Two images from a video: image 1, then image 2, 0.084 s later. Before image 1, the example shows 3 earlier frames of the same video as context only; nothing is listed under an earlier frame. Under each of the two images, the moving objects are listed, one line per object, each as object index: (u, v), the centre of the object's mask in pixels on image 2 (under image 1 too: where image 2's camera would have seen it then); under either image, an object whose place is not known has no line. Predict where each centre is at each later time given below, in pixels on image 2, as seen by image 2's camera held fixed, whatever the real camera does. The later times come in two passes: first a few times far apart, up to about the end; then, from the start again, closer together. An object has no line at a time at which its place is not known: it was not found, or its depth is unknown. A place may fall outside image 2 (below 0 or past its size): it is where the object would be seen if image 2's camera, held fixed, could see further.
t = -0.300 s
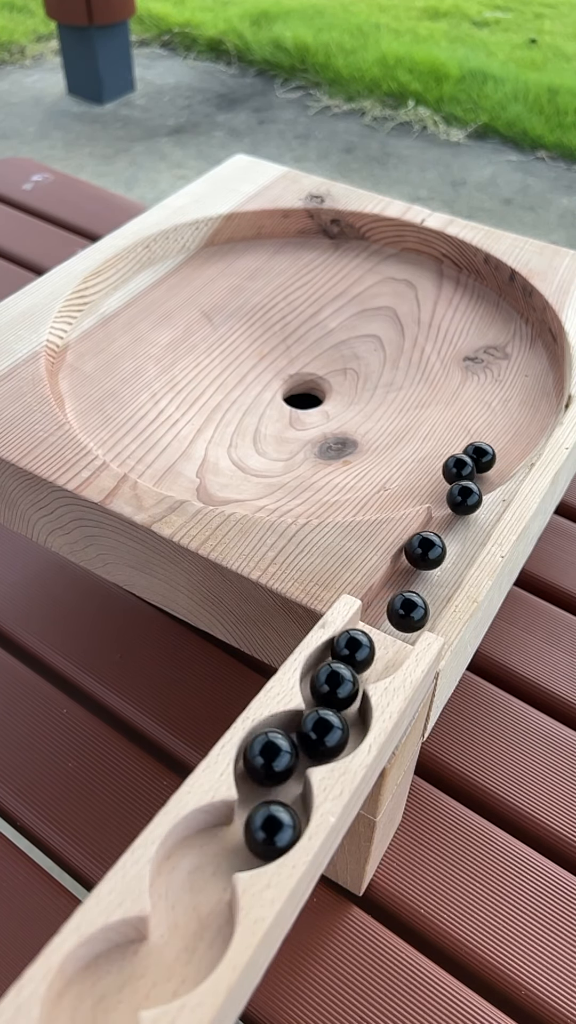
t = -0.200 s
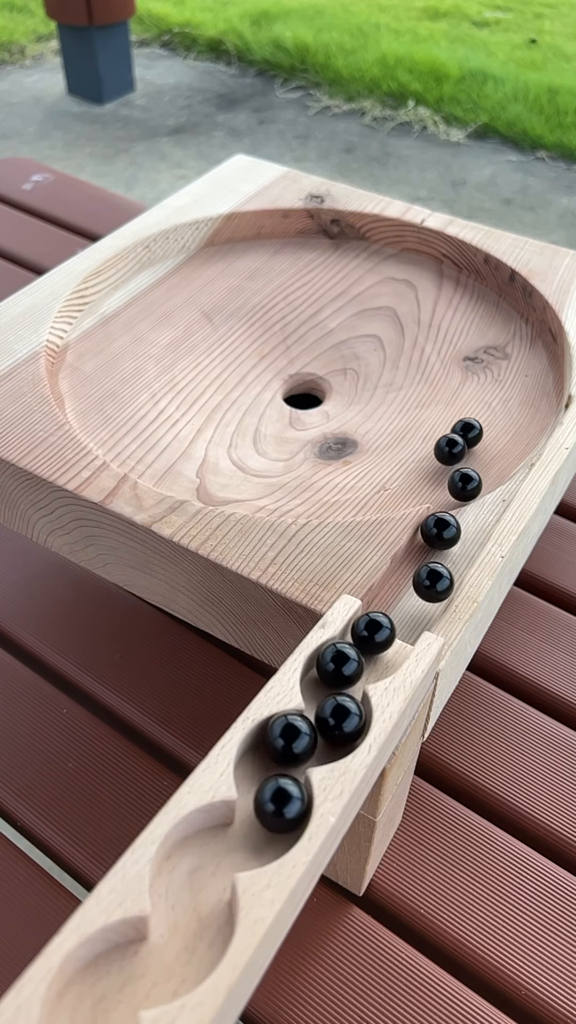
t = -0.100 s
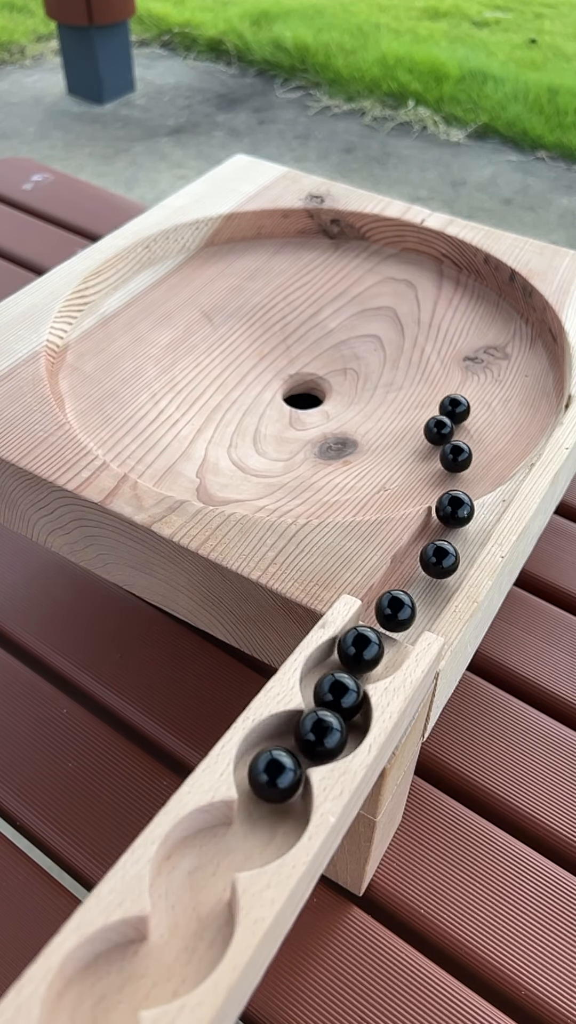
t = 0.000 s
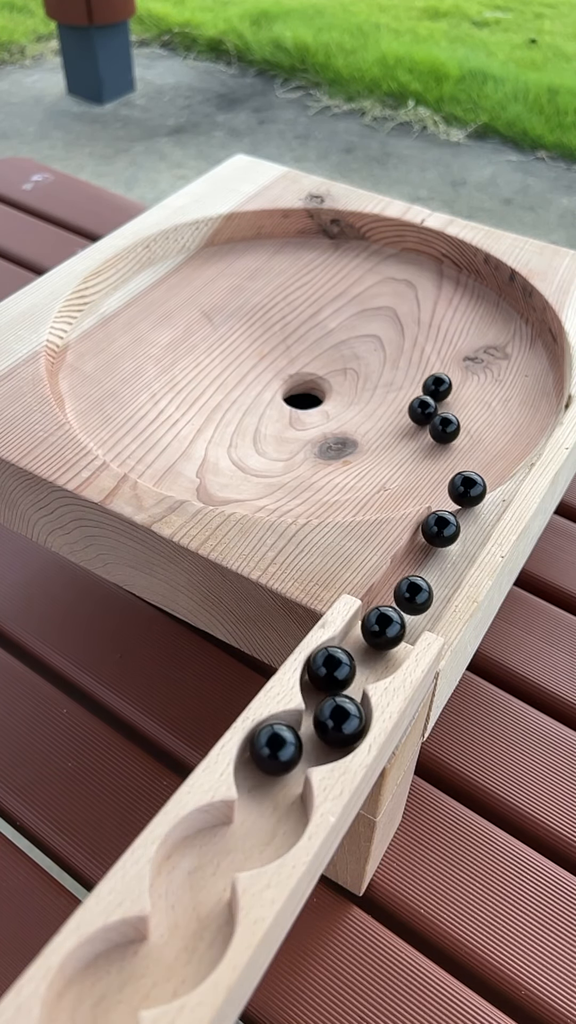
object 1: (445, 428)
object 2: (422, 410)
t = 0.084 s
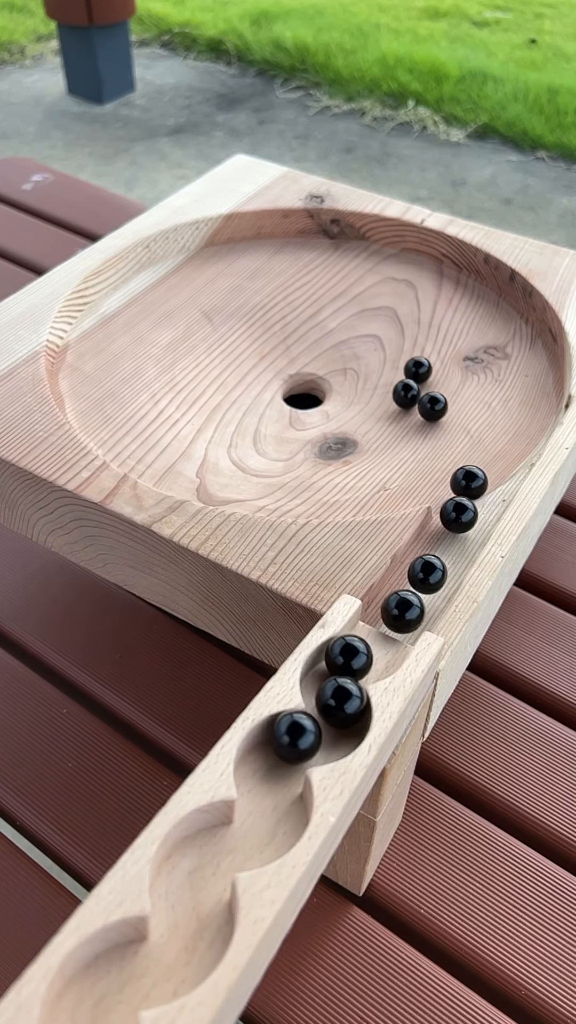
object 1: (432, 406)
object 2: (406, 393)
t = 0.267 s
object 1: (395, 361)
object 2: (356, 357)
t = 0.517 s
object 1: (324, 298)
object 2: (278, 304)
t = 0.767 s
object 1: (255, 251)
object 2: (210, 277)
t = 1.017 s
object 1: (217, 251)
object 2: (152, 281)
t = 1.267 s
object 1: (199, 280)
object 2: (104, 299)
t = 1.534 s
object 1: (197, 327)
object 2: (84, 334)
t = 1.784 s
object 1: (241, 389)
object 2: (94, 373)
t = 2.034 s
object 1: (327, 429)
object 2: (118, 413)
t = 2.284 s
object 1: (407, 439)
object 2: (159, 453)
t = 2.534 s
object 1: (456, 431)
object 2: (215, 484)
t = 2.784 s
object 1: (476, 414)
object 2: (275, 502)
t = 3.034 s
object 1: (472, 394)
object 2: (338, 503)
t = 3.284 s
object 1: (467, 359)
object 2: (394, 489)
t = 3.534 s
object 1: (443, 326)
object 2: (437, 466)
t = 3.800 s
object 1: (381, 306)
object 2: (461, 435)
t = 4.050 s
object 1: (301, 305)
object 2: (474, 400)
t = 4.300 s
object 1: (225, 324)
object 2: (477, 362)
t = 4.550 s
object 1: (192, 353)
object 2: (456, 325)
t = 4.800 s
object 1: (203, 390)
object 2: (412, 299)
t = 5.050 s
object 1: (259, 424)
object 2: (347, 286)
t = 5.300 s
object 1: (334, 429)
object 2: (275, 290)
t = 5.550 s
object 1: (392, 409)
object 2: (213, 316)
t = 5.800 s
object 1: (414, 378)
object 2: (194, 354)
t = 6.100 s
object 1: (369, 342)
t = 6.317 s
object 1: (308, 326)
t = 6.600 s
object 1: (234, 329)
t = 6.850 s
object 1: (197, 351)
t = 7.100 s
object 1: (204, 382)
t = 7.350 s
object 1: (257, 415)
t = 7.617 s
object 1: (339, 417)
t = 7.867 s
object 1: (383, 393)
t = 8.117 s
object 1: (381, 356)
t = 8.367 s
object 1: (341, 326)
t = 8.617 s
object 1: (292, 317)
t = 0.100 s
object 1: (430, 402)
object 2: (402, 391)
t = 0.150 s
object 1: (421, 390)
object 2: (390, 382)
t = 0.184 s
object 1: (415, 382)
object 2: (381, 375)
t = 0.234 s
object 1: (403, 370)
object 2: (367, 364)
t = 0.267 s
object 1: (395, 361)
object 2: (356, 357)
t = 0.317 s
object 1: (382, 349)
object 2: (340, 345)
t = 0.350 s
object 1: (372, 340)
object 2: (329, 337)
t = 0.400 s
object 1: (357, 327)
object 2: (312, 325)
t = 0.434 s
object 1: (347, 317)
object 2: (302, 317)
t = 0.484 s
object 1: (331, 305)
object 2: (286, 308)
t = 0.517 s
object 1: (324, 298)
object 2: (278, 304)
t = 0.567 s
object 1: (309, 286)
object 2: (263, 297)
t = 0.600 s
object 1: (300, 279)
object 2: (254, 292)
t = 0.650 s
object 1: (286, 270)
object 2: (240, 286)
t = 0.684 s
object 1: (276, 264)
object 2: (231, 284)
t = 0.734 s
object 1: (263, 256)
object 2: (218, 280)
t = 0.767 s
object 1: (255, 251)
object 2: (210, 277)
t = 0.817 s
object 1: (242, 245)
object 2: (198, 275)
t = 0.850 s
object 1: (234, 241)
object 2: (191, 274)
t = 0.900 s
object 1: (225, 236)
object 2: (180, 273)
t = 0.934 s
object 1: (223, 240)
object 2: (171, 275)
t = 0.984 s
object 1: (221, 247)
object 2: (160, 278)
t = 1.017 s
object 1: (217, 251)
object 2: (152, 281)
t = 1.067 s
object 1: (213, 257)
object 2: (141, 285)
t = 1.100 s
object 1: (210, 259)
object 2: (134, 287)
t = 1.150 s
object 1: (207, 266)
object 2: (124, 291)
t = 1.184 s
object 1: (204, 269)
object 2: (118, 294)
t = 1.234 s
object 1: (201, 275)
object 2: (109, 297)
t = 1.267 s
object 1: (199, 280)
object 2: (104, 299)
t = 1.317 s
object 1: (196, 287)
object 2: (97, 305)
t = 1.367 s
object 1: (194, 294)
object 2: (92, 311)
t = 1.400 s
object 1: (194, 299)
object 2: (90, 316)
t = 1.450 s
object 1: (193, 309)
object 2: (87, 322)
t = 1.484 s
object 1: (194, 316)
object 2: (86, 327)
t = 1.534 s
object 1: (197, 327)
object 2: (84, 334)
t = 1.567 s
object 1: (200, 335)
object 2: (84, 339)
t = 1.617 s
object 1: (206, 347)
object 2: (84, 347)
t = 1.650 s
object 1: (211, 355)
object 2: (85, 352)
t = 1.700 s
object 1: (221, 368)
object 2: (88, 359)
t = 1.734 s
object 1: (228, 377)
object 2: (90, 365)
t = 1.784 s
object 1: (241, 389)
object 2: (94, 373)
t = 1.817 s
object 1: (251, 398)
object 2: (96, 378)
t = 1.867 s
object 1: (267, 408)
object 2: (101, 386)
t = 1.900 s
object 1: (279, 415)
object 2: (104, 392)
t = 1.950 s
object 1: (297, 422)
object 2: (108, 400)
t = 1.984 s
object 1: (309, 425)
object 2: (112, 405)
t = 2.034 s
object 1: (327, 429)
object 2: (118, 413)
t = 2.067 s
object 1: (339, 432)
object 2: (122, 419)
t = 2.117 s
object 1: (356, 434)
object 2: (129, 427)
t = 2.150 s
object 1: (367, 435)
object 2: (135, 432)
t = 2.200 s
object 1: (383, 438)
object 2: (143, 440)
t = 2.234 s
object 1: (393, 438)
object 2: (149, 446)
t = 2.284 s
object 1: (407, 439)
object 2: (159, 453)
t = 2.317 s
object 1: (416, 438)
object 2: (166, 457)
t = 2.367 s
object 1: (427, 437)
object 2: (177, 464)
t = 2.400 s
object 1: (434, 436)
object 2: (185, 469)
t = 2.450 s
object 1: (443, 435)
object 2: (197, 475)
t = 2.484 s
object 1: (449, 433)
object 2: (204, 478)
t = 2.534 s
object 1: (456, 431)
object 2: (215, 484)
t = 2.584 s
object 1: (463, 428)
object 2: (227, 489)
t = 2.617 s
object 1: (467, 426)
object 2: (235, 493)
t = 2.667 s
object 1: (471, 423)
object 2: (246, 497)
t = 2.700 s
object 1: (473, 420)
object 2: (255, 499)
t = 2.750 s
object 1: (475, 417)
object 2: (267, 501)
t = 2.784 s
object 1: (476, 414)
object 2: (275, 502)
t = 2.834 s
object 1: (477, 411)
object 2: (288, 503)
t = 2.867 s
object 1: (477, 408)
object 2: (296, 503)
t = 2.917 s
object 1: (477, 404)
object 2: (309, 503)
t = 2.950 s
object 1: (476, 401)
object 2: (317, 503)
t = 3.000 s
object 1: (474, 397)
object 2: (329, 503)
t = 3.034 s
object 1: (472, 394)
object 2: (338, 503)
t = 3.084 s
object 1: (468, 389)
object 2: (350, 501)
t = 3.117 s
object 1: (468, 384)
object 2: (358, 500)
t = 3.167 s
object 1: (469, 376)
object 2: (369, 497)
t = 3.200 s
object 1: (469, 372)
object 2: (377, 495)
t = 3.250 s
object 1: (468, 364)
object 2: (387, 491)
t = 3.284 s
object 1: (467, 359)
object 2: (394, 489)
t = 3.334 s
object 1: (464, 352)
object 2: (403, 484)
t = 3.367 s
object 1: (462, 347)
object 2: (409, 482)
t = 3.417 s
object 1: (458, 340)
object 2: (418, 477)
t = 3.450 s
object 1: (454, 336)
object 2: (424, 474)
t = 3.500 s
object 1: (448, 329)
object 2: (432, 469)
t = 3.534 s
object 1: (443, 326)
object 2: (437, 466)
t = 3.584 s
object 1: (434, 321)
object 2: (443, 461)
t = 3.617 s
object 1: (428, 318)
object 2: (447, 457)
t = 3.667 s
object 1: (417, 313)
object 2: (452, 451)
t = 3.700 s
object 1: (409, 311)
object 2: (454, 448)
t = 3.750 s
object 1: (395, 309)
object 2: (458, 441)
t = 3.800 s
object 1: (381, 306)
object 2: (461, 435)
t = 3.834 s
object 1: (371, 305)
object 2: (462, 431)
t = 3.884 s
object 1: (355, 304)
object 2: (464, 425)
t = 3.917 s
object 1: (344, 304)
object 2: (464, 420)
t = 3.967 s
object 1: (328, 304)
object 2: (468, 413)
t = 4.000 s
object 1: (317, 304)
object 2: (471, 408)
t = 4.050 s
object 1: (301, 305)
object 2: (474, 400)
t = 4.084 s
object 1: (290, 306)
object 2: (476, 395)
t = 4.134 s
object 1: (274, 309)
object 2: (478, 388)
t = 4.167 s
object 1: (264, 311)
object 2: (479, 383)
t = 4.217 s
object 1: (249, 316)
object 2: (480, 374)
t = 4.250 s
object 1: (239, 319)
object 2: (479, 369)
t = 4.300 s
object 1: (225, 324)
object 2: (477, 362)
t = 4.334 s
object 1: (216, 328)
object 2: (475, 356)
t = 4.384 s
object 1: (206, 334)
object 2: (472, 349)
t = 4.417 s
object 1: (205, 337)
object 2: (470, 344)
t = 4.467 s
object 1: (199, 343)
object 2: (465, 337)
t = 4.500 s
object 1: (196, 347)
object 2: (462, 332)
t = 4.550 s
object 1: (192, 353)
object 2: (456, 325)
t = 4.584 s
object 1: (191, 357)
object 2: (451, 321)
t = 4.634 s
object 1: (191, 365)
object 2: (444, 316)
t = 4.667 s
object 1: (192, 370)
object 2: (439, 312)
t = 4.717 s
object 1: (195, 377)
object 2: (430, 306)
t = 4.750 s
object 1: (198, 382)
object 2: (423, 304)
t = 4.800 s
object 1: (203, 390)
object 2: (412, 299)
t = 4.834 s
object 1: (208, 395)
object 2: (405, 297)
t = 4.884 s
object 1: (217, 403)
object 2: (392, 292)
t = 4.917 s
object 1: (224, 408)
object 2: (384, 291)
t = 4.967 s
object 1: (236, 414)
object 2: (370, 288)
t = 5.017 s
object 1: (249, 421)
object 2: (356, 286)
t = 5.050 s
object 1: (259, 424)
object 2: (347, 286)
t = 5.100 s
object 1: (275, 428)
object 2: (332, 285)
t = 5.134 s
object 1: (285, 430)
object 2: (323, 285)
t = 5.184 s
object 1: (301, 431)
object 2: (308, 286)
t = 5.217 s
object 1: (311, 430)
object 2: (299, 287)
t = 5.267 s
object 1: (325, 429)
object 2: (284, 288)
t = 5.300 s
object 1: (334, 429)
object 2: (275, 290)
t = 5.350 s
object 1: (347, 425)
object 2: (261, 293)
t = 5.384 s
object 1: (354, 423)
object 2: (253, 296)
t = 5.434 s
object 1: (366, 419)
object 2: (240, 301)
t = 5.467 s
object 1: (374, 417)
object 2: (231, 305)
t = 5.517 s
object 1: (385, 413)
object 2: (220, 311)
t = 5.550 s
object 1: (392, 409)
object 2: (213, 316)
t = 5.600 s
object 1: (400, 403)
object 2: (203, 324)
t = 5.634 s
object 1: (405, 400)
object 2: (198, 329)
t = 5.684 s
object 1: (410, 393)
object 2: (193, 337)
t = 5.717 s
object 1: (412, 389)
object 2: (193, 341)
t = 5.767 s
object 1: (414, 382)
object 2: (193, 349)
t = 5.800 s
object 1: (414, 378)
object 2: (194, 354)
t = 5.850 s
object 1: (411, 371)
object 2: (197, 362)
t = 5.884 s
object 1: (408, 367)
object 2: (201, 367)
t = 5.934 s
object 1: (402, 360)
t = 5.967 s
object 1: (397, 356)
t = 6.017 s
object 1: (388, 351)
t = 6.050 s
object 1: (381, 347)
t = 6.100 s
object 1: (369, 342)
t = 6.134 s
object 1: (360, 339)
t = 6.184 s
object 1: (347, 334)
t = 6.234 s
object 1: (332, 330)
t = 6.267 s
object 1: (323, 328)
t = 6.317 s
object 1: (308, 326)
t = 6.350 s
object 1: (299, 324)
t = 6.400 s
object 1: (285, 323)
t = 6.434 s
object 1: (275, 323)
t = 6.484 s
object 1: (262, 324)
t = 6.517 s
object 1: (254, 325)
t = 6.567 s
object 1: (242, 327)
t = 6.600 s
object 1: (234, 329)
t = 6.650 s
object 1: (224, 333)
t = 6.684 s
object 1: (217, 335)
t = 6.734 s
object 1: (209, 339)
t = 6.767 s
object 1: (205, 342)
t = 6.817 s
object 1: (199, 347)
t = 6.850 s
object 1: (197, 351)
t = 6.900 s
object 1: (195, 357)
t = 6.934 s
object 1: (194, 360)
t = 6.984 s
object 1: (195, 367)
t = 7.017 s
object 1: (196, 371)
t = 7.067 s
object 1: (200, 378)
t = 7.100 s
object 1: (204, 382)
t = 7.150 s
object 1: (210, 390)
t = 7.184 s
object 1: (216, 395)
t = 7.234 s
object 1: (226, 402)
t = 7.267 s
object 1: (234, 406)
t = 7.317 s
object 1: (247, 412)
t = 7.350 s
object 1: (257, 415)
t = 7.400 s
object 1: (272, 419)
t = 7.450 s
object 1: (287, 423)
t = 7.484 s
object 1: (297, 422)
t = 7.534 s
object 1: (313, 419)
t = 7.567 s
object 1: (324, 418)
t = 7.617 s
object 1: (339, 417)
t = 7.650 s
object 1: (347, 416)
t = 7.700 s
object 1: (358, 413)
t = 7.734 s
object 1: (364, 410)
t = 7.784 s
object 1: (373, 404)
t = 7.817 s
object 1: (378, 400)
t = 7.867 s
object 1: (383, 393)
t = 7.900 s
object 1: (386, 389)
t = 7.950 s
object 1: (388, 381)
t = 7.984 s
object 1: (388, 376)
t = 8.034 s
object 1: (387, 368)
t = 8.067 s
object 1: (385, 363)
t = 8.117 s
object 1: (381, 356)
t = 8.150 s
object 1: (377, 352)
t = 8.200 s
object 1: (371, 345)
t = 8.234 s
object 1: (365, 341)
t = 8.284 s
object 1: (357, 335)
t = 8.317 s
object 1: (351, 331)
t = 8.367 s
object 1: (341, 326)
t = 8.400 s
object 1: (335, 323)
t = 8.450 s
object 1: (325, 320)
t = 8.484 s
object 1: (319, 318)
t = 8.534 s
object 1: (309, 316)
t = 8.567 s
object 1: (302, 316)
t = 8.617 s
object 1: (292, 317)
